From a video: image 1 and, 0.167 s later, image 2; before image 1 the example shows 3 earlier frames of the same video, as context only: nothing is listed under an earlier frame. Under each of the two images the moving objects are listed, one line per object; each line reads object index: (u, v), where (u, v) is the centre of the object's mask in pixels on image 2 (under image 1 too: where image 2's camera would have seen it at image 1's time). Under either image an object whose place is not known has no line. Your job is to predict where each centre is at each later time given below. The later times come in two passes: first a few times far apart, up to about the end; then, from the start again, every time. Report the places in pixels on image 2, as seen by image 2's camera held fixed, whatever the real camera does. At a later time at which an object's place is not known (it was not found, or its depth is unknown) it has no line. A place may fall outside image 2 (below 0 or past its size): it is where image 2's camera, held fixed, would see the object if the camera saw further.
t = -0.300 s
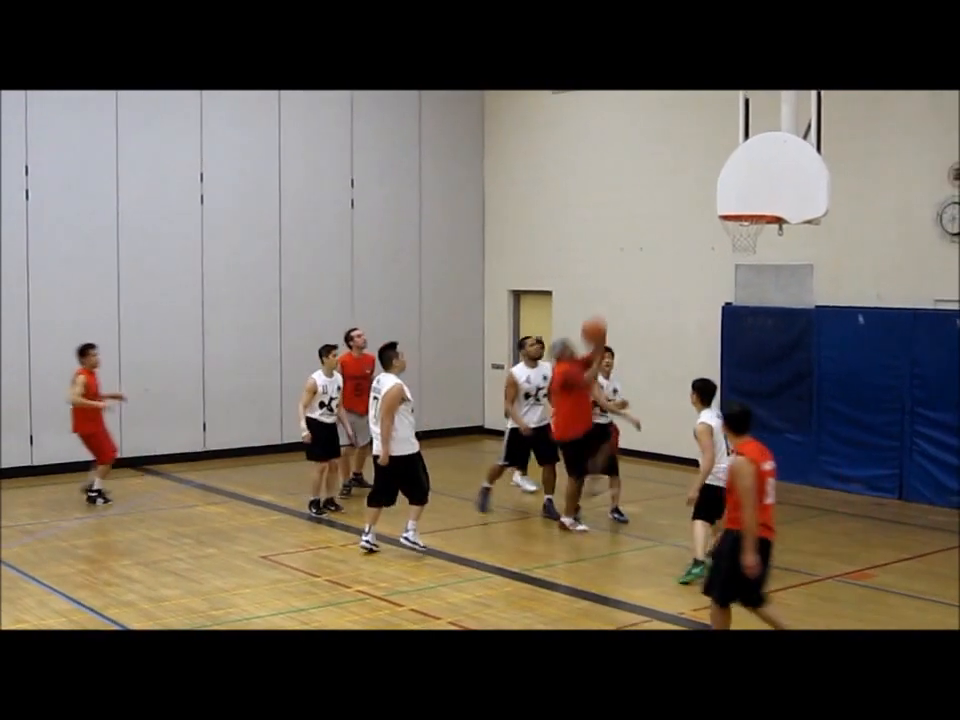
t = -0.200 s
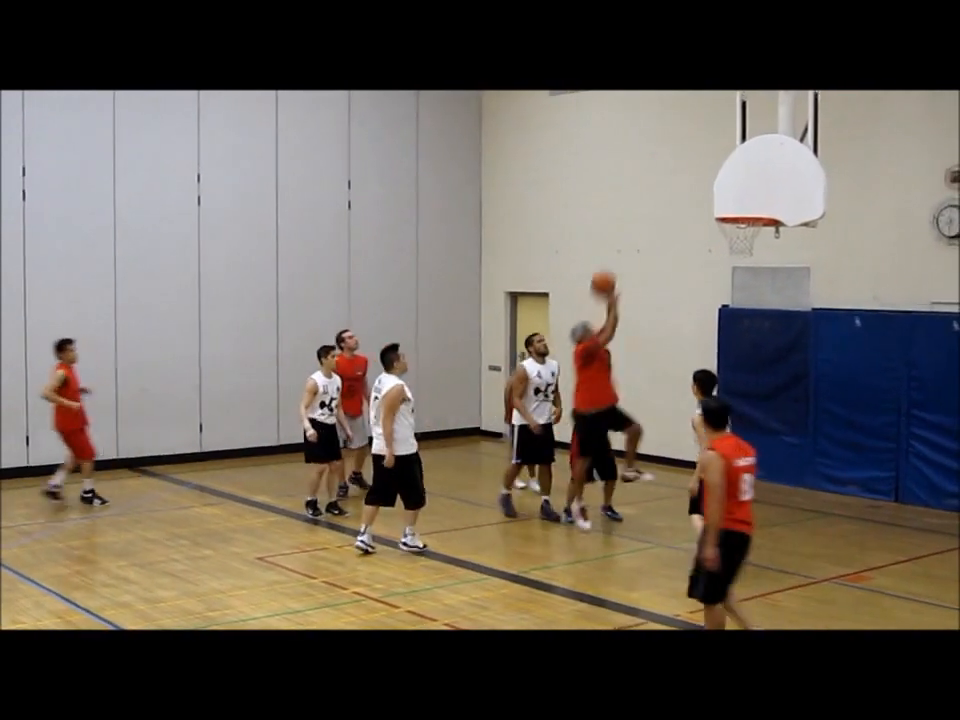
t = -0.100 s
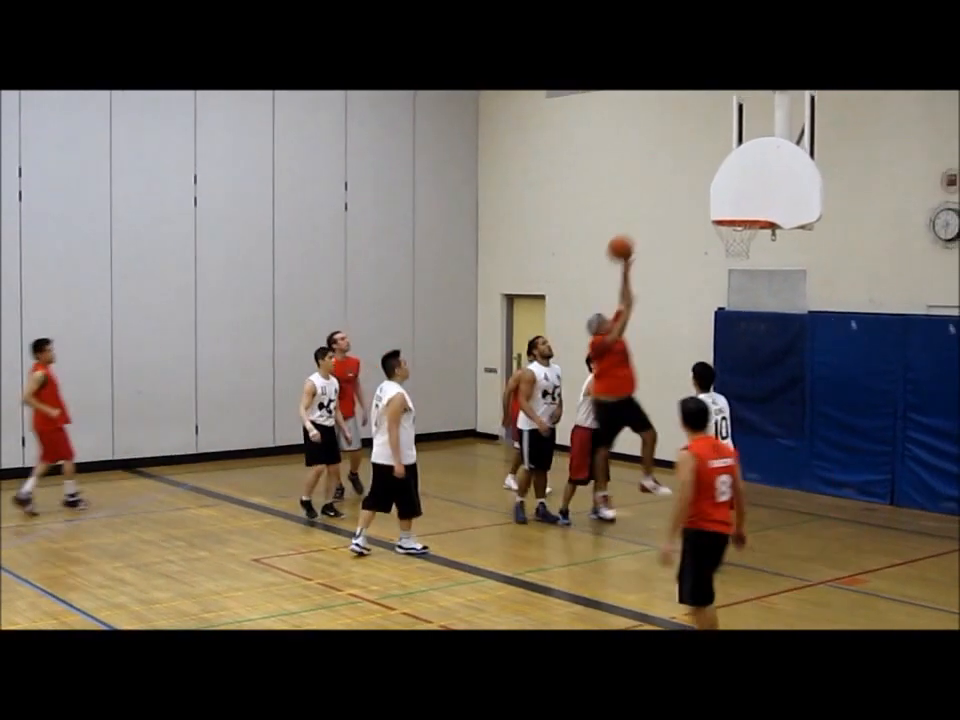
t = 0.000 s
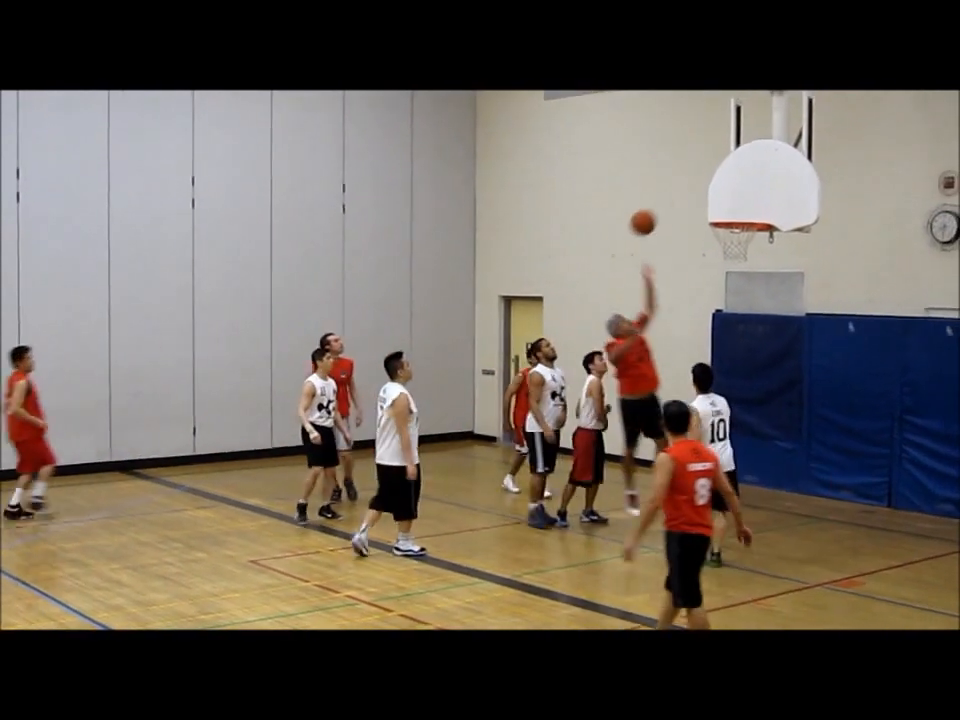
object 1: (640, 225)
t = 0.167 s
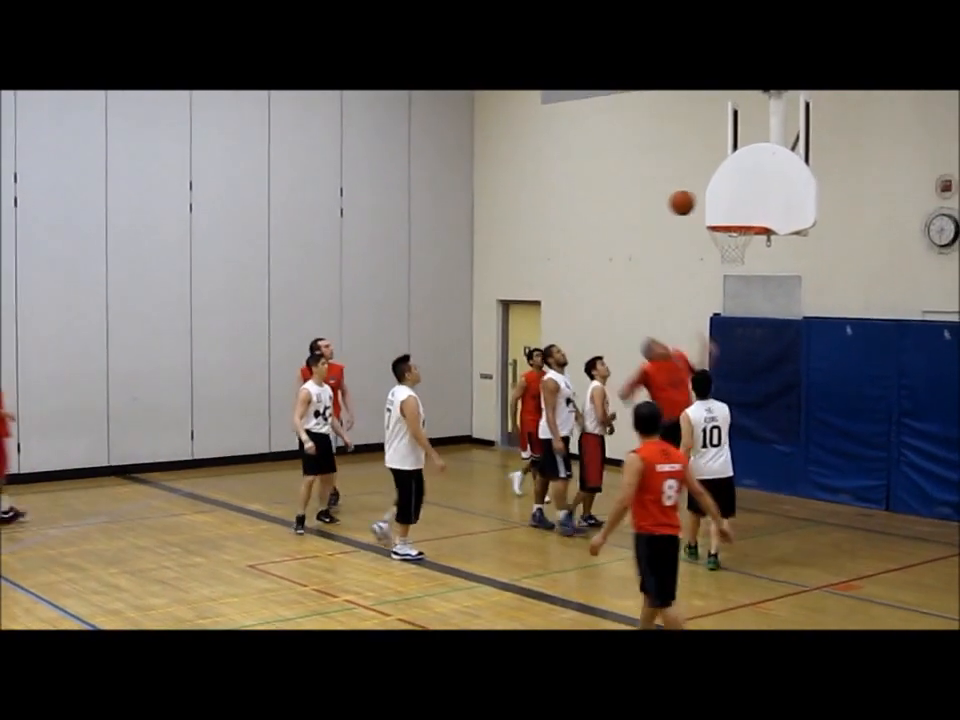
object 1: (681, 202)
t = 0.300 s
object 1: (713, 204)
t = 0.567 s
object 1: (722, 230)
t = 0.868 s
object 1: (742, 239)
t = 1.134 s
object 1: (726, 257)
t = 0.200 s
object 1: (689, 201)
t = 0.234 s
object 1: (697, 201)
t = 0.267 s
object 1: (705, 202)
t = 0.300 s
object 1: (713, 204)
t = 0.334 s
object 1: (721, 207)
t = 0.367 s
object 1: (730, 211)
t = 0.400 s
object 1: (738, 215)
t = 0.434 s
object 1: (742, 218)
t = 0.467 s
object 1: (740, 223)
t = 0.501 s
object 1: (736, 228)
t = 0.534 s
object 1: (729, 229)
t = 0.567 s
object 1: (722, 230)
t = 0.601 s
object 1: (720, 231)
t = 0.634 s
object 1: (720, 233)
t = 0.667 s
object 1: (723, 235)
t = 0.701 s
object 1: (727, 238)
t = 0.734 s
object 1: (731, 240)
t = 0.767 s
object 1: (734, 242)
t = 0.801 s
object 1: (738, 242)
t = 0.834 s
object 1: (740, 239)
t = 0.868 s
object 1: (742, 239)
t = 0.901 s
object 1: (743, 238)
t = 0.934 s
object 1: (743, 238)
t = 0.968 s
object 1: (742, 248)
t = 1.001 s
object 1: (740, 249)
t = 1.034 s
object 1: (738, 251)
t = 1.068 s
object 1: (731, 254)
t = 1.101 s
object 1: (728, 255)
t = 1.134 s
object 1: (726, 257)
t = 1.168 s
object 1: (723, 260)
